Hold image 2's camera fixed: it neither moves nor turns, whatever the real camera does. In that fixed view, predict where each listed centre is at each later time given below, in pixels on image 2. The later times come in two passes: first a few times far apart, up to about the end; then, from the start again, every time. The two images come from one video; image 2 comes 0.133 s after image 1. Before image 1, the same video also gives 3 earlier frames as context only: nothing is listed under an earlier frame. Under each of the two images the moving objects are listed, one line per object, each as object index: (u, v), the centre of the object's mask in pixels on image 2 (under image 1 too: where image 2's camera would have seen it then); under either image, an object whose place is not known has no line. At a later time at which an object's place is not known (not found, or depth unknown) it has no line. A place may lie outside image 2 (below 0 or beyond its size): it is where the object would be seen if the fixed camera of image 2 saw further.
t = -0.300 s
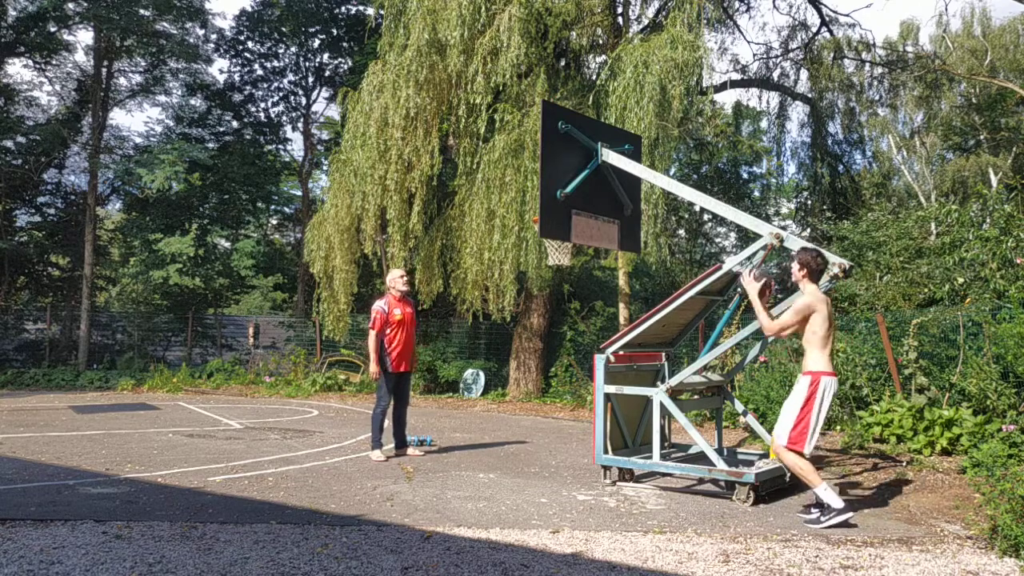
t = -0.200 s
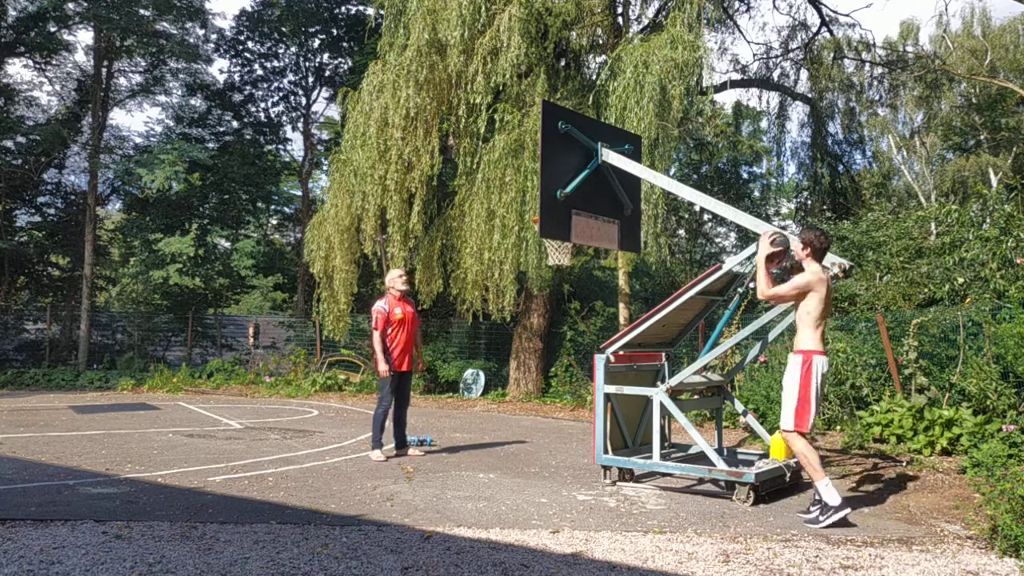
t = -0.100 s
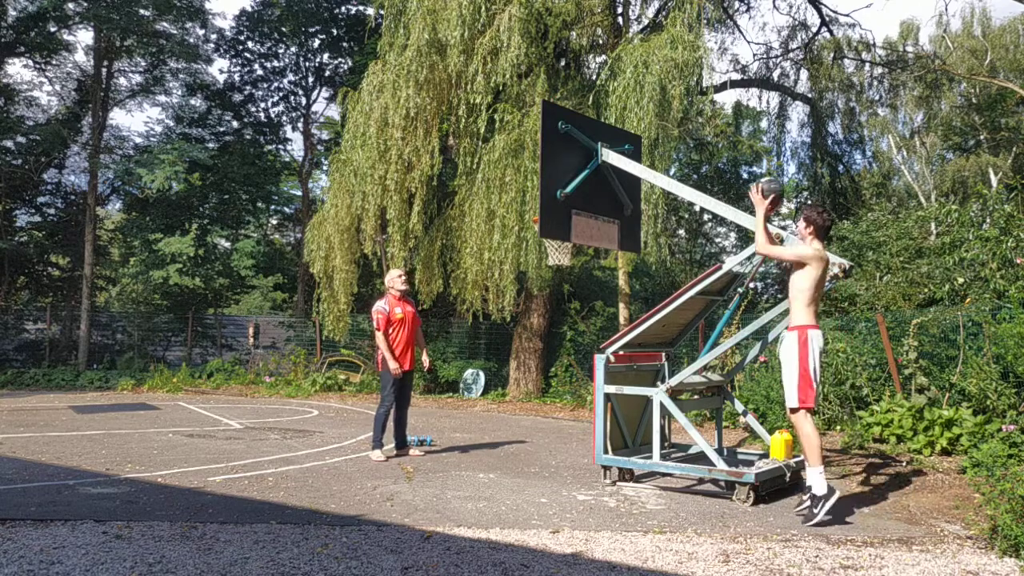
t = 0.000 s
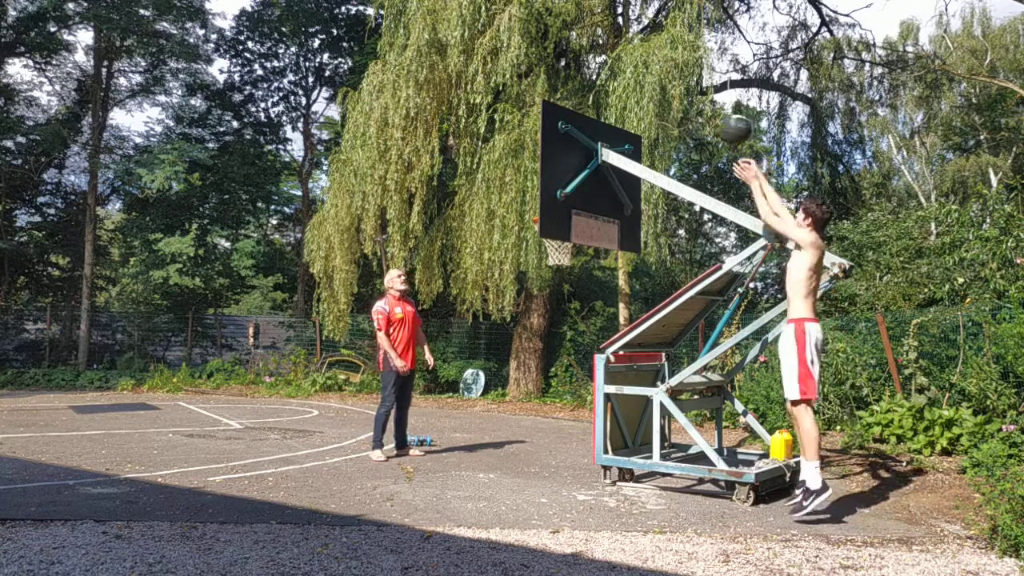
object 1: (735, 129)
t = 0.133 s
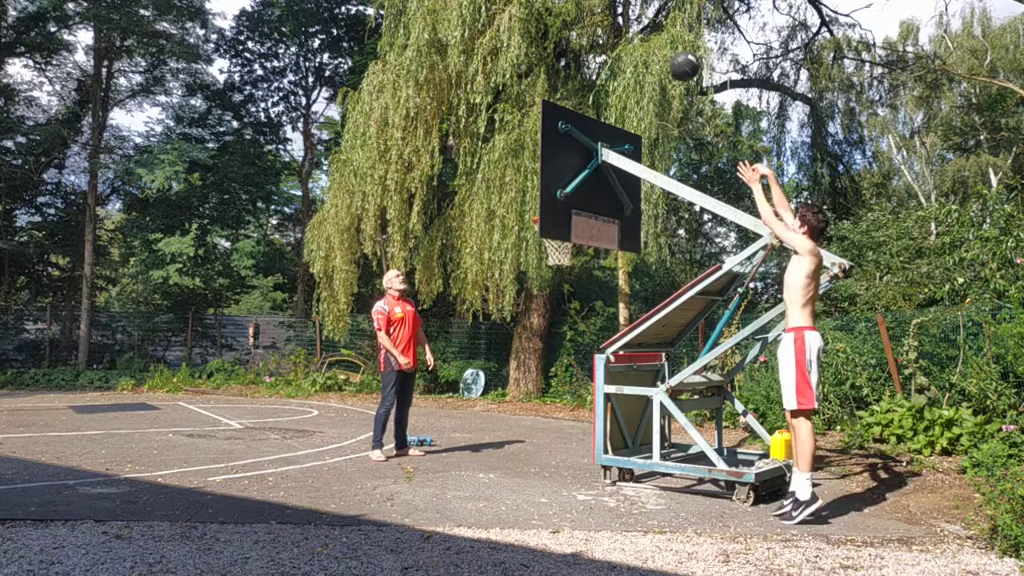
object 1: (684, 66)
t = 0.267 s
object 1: (637, 27)
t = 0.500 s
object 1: (560, 12)
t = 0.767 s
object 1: (479, 70)
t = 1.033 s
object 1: (408, 195)
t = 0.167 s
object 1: (672, 54)
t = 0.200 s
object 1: (660, 43)
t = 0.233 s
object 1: (648, 34)
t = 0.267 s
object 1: (637, 27)
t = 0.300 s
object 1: (626, 21)
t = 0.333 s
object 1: (615, 14)
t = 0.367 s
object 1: (602, 12)
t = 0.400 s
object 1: (592, 11)
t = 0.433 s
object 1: (582, 12)
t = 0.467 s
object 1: (570, 12)
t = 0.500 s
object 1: (560, 12)
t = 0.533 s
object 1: (550, 16)
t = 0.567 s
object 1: (540, 19)
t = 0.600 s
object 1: (530, 25)
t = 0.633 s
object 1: (520, 32)
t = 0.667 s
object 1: (510, 39)
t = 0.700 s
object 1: (499, 49)
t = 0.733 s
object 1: (490, 59)
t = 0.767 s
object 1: (479, 70)
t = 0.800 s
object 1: (471, 82)
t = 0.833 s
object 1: (460, 95)
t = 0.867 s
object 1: (452, 109)
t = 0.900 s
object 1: (443, 124)
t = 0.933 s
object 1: (434, 141)
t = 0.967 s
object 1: (425, 158)
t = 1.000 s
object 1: (417, 176)
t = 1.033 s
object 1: (408, 195)
